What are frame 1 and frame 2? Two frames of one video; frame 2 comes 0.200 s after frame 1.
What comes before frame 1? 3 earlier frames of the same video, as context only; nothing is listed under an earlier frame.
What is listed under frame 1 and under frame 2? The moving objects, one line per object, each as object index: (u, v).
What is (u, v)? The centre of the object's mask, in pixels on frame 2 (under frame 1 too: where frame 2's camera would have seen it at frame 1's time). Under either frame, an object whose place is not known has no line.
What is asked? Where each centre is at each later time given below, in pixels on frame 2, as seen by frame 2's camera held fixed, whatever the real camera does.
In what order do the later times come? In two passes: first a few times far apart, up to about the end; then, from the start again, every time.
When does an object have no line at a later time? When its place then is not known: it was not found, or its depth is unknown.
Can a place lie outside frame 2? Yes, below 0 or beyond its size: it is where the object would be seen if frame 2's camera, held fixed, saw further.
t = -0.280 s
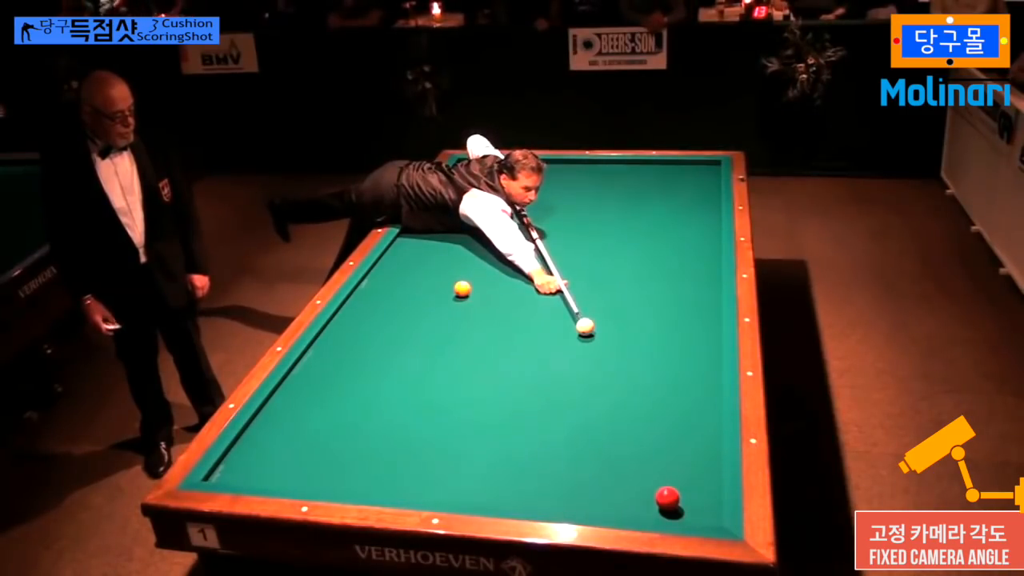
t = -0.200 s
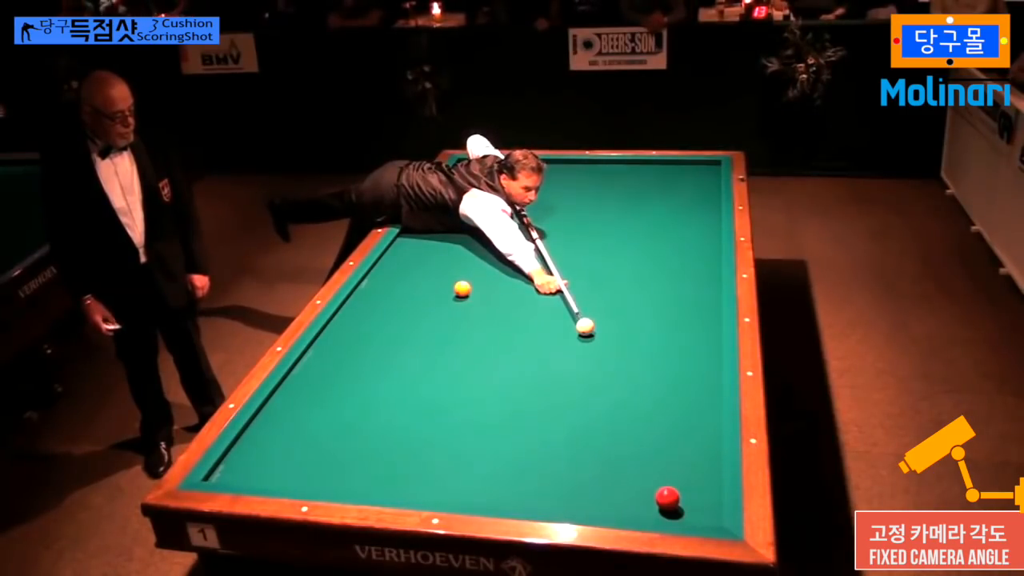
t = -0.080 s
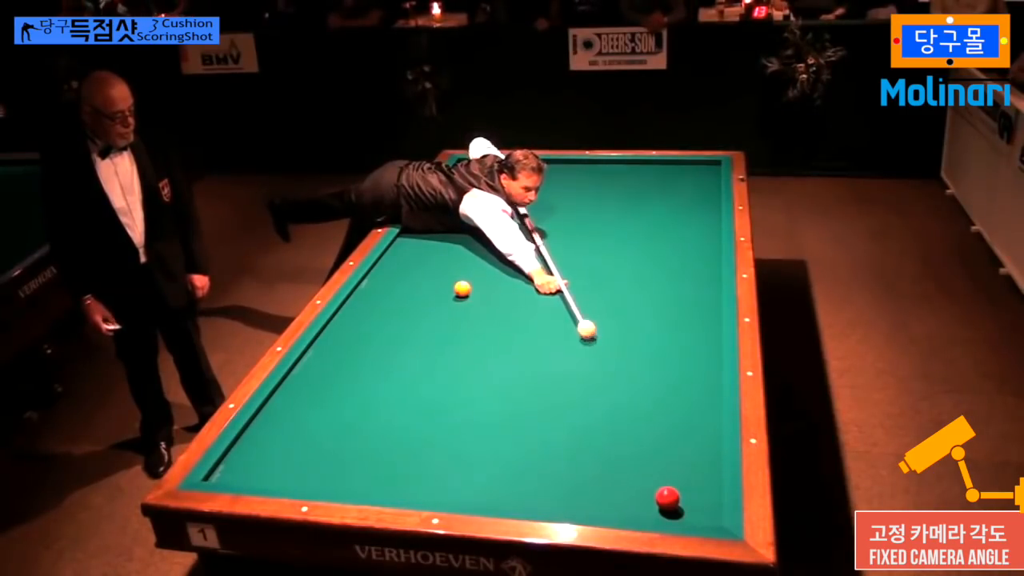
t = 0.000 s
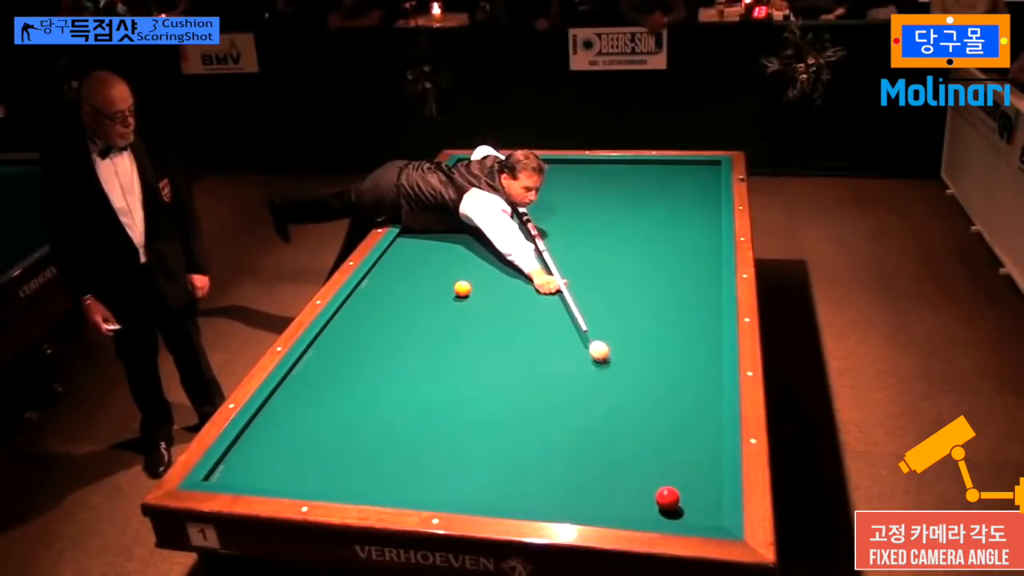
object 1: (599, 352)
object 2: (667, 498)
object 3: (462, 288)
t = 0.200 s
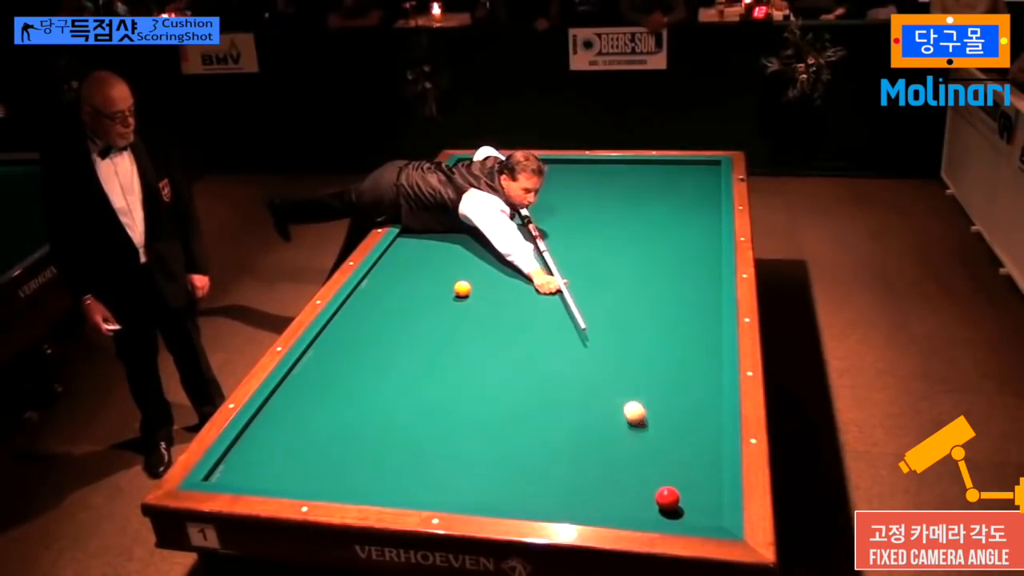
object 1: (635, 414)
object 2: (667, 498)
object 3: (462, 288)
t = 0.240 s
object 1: (643, 427)
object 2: (667, 498)
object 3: (462, 288)
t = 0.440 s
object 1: (698, 492)
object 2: (659, 511)
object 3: (462, 288)
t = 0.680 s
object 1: (656, 508)
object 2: (654, 467)
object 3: (462, 288)
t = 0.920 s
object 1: (607, 482)
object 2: (650, 432)
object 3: (462, 289)
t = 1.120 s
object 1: (570, 462)
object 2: (647, 406)
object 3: (462, 288)
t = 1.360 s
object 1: (531, 441)
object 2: (643, 378)
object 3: (462, 288)
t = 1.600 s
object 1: (495, 422)
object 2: (641, 353)
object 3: (462, 288)
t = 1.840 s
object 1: (462, 405)
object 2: (639, 331)
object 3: (462, 288)
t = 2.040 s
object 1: (437, 391)
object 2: (637, 314)
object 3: (462, 289)
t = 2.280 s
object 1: (408, 376)
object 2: (635, 296)
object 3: (462, 289)
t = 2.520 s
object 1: (382, 363)
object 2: (633, 279)
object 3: (462, 288)
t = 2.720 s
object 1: (362, 352)
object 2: (632, 267)
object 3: (462, 288)
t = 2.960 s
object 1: (339, 341)
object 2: (630, 253)
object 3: (462, 289)
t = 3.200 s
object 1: (333, 331)
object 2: (629, 240)
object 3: (462, 288)
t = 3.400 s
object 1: (353, 323)
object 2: (628, 230)
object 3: (463, 288)
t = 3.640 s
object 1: (375, 315)
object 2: (627, 219)
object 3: (462, 288)
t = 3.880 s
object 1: (396, 307)
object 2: (626, 209)
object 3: (462, 288)
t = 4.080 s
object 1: (412, 301)
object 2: (625, 201)
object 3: (463, 288)
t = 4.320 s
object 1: (431, 294)
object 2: (624, 191)
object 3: (462, 288)
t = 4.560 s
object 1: (447, 288)
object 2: (623, 183)
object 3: (463, 288)
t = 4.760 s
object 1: (453, 282)
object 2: (622, 177)
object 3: (470, 289)
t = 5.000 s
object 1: (461, 277)
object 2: (621, 170)
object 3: (477, 288)
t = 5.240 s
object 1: (468, 271)
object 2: (620, 163)
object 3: (483, 288)
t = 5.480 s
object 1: (475, 267)
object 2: (618, 163)
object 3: (490, 289)
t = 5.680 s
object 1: (480, 263)
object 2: (615, 167)
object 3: (494, 289)
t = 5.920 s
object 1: (486, 258)
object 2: (613, 170)
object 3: (499, 289)
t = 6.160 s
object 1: (491, 255)
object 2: (610, 174)
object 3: (503, 289)
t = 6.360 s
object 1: (495, 251)
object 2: (607, 176)
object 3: (505, 289)
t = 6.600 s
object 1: (500, 248)
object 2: (605, 180)
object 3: (508, 290)
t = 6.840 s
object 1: (504, 245)
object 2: (602, 183)
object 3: (510, 290)
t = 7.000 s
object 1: (507, 243)
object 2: (600, 186)
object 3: (511, 290)
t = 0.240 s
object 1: (643, 427)
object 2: (667, 498)
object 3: (462, 288)
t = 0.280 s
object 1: (651, 442)
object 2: (667, 498)
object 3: (462, 288)
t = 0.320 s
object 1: (660, 458)
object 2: (667, 498)
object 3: (462, 288)
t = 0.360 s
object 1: (669, 474)
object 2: (667, 498)
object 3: (462, 288)
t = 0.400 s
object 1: (682, 486)
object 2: (665, 502)
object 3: (462, 288)
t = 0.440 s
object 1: (698, 492)
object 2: (659, 511)
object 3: (462, 288)
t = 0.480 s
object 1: (710, 498)
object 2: (658, 504)
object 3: (462, 288)
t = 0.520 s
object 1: (698, 502)
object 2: (657, 495)
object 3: (462, 288)
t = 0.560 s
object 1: (686, 506)
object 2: (656, 487)
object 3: (462, 288)
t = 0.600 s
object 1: (674, 511)
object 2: (655, 480)
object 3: (462, 288)
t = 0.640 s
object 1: (664, 512)
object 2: (654, 473)
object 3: (462, 288)
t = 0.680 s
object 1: (656, 508)
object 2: (654, 467)
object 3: (462, 288)
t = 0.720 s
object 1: (647, 503)
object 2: (653, 461)
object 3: (462, 288)
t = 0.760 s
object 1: (638, 498)
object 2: (652, 455)
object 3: (462, 288)
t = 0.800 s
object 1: (630, 494)
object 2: (652, 449)
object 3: (462, 288)
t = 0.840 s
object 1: (622, 490)
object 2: (651, 443)
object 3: (462, 288)
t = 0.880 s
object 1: (614, 486)
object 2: (650, 438)
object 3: (462, 288)
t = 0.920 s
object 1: (607, 482)
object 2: (650, 432)
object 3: (462, 289)
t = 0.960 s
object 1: (599, 477)
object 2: (649, 426)
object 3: (462, 288)
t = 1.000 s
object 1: (592, 474)
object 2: (648, 421)
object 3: (462, 288)
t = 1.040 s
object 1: (584, 470)
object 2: (648, 416)
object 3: (462, 288)
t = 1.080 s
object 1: (577, 466)
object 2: (647, 411)
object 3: (462, 288)
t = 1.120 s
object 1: (570, 462)
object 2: (647, 406)
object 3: (462, 288)
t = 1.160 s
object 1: (563, 459)
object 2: (646, 401)
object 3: (462, 288)
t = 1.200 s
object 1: (557, 455)
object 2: (646, 396)
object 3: (462, 288)
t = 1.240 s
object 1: (550, 452)
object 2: (645, 391)
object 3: (462, 288)
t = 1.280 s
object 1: (544, 448)
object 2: (645, 387)
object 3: (462, 288)
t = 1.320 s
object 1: (537, 444)
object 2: (644, 382)
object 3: (462, 288)
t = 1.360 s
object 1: (531, 441)
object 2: (643, 378)
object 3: (462, 288)
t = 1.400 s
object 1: (525, 438)
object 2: (643, 374)
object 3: (462, 288)
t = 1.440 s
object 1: (518, 435)
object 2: (643, 369)
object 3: (462, 288)
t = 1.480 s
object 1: (512, 431)
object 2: (642, 365)
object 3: (462, 288)
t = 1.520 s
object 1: (506, 428)
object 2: (642, 361)
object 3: (462, 288)
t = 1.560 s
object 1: (500, 425)
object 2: (641, 357)
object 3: (462, 288)
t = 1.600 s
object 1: (495, 422)
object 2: (641, 353)
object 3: (462, 288)
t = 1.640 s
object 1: (489, 419)
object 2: (641, 349)
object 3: (462, 289)
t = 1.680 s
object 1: (484, 416)
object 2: (640, 345)
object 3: (462, 288)
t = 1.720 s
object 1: (478, 413)
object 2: (640, 342)
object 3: (462, 288)
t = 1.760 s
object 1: (473, 410)
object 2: (639, 338)
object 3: (462, 288)
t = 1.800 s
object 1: (467, 407)
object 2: (639, 334)
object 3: (462, 288)
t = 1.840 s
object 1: (462, 405)
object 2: (639, 331)
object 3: (462, 288)
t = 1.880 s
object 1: (457, 402)
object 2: (638, 328)
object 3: (462, 289)
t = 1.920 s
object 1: (452, 399)
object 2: (638, 324)
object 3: (462, 289)
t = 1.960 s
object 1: (447, 397)
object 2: (638, 321)
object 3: (462, 289)
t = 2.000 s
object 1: (442, 394)
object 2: (637, 318)
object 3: (462, 289)
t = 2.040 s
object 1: (437, 391)
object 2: (637, 314)
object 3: (462, 289)
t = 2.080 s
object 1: (432, 388)
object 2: (636, 311)
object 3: (462, 289)
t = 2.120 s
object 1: (427, 386)
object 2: (636, 308)
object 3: (462, 289)
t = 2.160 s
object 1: (422, 384)
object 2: (636, 305)
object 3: (462, 289)
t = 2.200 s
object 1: (418, 381)
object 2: (636, 302)
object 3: (463, 289)
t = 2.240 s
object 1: (413, 379)
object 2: (635, 299)
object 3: (463, 289)
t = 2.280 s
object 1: (408, 376)
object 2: (635, 296)
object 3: (462, 289)
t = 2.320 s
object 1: (404, 374)
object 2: (635, 293)
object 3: (462, 289)
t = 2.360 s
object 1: (399, 372)
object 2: (634, 290)
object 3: (462, 288)
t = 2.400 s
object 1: (395, 370)
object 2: (634, 287)
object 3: (462, 288)
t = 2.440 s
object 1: (391, 368)
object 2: (634, 285)
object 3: (462, 288)
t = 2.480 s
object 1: (386, 365)
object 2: (634, 282)
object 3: (462, 288)
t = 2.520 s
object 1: (382, 363)
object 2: (633, 279)
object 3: (462, 288)
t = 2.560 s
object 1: (378, 361)
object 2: (633, 277)
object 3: (462, 288)
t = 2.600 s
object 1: (374, 359)
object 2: (633, 274)
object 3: (462, 288)
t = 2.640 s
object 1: (370, 357)
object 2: (632, 272)
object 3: (462, 288)
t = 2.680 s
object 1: (366, 355)
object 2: (632, 269)
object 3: (462, 288)
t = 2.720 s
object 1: (362, 352)
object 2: (632, 267)
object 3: (462, 288)
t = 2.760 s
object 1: (358, 351)
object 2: (631, 265)
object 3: (462, 289)
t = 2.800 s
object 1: (354, 349)
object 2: (631, 262)
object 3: (462, 288)
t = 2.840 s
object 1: (351, 347)
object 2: (631, 260)
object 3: (462, 289)
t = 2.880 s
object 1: (347, 345)
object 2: (631, 257)
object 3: (462, 289)
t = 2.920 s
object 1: (343, 343)
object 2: (631, 255)
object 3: (462, 289)
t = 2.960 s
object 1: (339, 341)
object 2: (630, 253)
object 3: (462, 289)
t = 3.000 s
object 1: (336, 339)
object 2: (630, 251)
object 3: (462, 289)
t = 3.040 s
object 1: (332, 337)
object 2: (630, 248)
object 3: (462, 289)
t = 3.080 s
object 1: (329, 335)
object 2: (629, 246)
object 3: (462, 288)
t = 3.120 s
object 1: (326, 333)
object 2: (629, 244)
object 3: (462, 288)
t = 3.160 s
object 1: (329, 332)
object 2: (629, 242)
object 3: (462, 288)
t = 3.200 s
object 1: (333, 331)
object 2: (629, 240)
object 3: (462, 288)
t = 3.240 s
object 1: (337, 329)
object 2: (629, 238)
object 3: (462, 288)
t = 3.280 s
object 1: (341, 328)
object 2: (629, 236)
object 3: (462, 288)
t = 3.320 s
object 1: (345, 326)
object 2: (628, 234)
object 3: (462, 288)
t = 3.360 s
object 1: (349, 325)
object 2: (628, 232)
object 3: (462, 288)
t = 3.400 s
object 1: (353, 323)
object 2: (628, 230)
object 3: (463, 288)
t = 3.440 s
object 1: (356, 322)
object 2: (628, 228)
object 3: (462, 288)
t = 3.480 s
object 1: (360, 320)
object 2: (627, 226)
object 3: (462, 288)
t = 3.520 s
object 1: (364, 319)
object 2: (627, 224)
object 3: (463, 288)
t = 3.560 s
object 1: (367, 318)
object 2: (627, 223)
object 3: (462, 288)
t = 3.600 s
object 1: (371, 316)
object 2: (627, 220)
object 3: (462, 288)
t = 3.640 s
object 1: (375, 315)
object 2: (627, 219)
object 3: (462, 288)
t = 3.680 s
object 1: (378, 313)
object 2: (626, 217)
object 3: (462, 288)
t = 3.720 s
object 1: (382, 312)
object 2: (626, 215)
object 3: (462, 288)
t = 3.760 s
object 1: (385, 311)
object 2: (626, 214)
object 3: (462, 288)
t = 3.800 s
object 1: (389, 310)
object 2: (626, 212)
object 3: (462, 288)
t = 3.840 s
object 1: (392, 308)
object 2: (626, 210)
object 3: (462, 288)
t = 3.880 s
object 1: (396, 307)
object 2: (626, 209)
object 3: (462, 288)
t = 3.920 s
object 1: (399, 306)
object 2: (625, 207)
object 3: (462, 289)
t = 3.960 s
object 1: (402, 305)
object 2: (625, 205)
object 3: (462, 288)
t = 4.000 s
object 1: (405, 303)
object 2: (625, 204)
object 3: (462, 289)
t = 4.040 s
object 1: (409, 302)
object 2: (625, 202)
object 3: (462, 289)
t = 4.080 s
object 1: (412, 301)
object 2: (625, 201)
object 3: (463, 288)
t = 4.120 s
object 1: (415, 300)
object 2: (624, 199)
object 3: (463, 288)
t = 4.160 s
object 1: (418, 299)
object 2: (624, 198)
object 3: (463, 288)
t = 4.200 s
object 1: (421, 298)
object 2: (624, 196)
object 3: (462, 288)
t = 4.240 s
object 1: (425, 296)
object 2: (624, 194)
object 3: (462, 288)
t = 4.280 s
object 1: (428, 295)
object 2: (624, 193)
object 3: (462, 288)
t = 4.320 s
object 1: (431, 294)
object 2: (624, 191)
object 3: (462, 288)
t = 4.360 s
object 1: (434, 293)
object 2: (624, 190)
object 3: (462, 288)
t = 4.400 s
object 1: (437, 292)
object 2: (624, 189)
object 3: (462, 288)
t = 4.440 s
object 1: (439, 291)
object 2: (623, 187)
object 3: (463, 288)
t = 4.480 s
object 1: (442, 290)
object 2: (623, 186)
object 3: (463, 288)
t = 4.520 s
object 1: (445, 289)
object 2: (623, 185)
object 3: (463, 288)
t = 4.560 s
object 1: (447, 288)
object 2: (623, 183)
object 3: (463, 288)
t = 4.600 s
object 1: (448, 287)
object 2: (622, 182)
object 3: (464, 288)
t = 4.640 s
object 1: (450, 286)
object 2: (622, 181)
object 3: (466, 288)
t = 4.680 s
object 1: (451, 285)
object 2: (622, 179)
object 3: (467, 288)
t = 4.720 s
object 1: (452, 283)
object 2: (622, 178)
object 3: (468, 288)
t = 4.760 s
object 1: (453, 282)
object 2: (622, 177)
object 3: (470, 289)
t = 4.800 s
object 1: (455, 281)
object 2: (622, 176)
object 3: (471, 289)
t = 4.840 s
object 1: (456, 280)
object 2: (622, 174)
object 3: (472, 288)
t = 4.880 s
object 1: (457, 279)
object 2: (621, 173)
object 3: (473, 288)
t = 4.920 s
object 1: (459, 278)
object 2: (621, 172)
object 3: (475, 288)
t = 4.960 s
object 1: (460, 278)
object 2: (621, 171)
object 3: (476, 288)
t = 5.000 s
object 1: (461, 277)
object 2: (621, 170)
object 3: (477, 288)
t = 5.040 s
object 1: (462, 276)
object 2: (621, 169)
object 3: (478, 289)
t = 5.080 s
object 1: (464, 275)
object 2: (621, 167)
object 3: (479, 288)
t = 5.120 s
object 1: (465, 274)
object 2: (621, 166)
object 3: (480, 288)
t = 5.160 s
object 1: (466, 273)
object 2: (621, 165)
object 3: (481, 288)
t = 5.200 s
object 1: (467, 272)
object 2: (620, 164)
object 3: (482, 288)
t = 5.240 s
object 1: (468, 271)
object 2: (620, 163)
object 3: (483, 288)
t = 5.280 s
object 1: (469, 270)
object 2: (620, 162)
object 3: (485, 289)
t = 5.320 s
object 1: (470, 270)
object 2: (621, 161)
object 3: (486, 288)
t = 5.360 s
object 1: (471, 269)
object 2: (620, 162)
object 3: (487, 289)
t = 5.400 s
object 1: (473, 268)
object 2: (619, 162)
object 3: (488, 289)
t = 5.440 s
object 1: (474, 267)
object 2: (619, 163)
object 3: (489, 289)
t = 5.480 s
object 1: (475, 267)
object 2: (618, 163)
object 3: (490, 289)
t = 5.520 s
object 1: (476, 266)
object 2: (618, 164)
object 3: (490, 288)
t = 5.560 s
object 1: (477, 265)
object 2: (617, 165)
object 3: (491, 288)
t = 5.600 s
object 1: (478, 264)
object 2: (616, 166)
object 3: (492, 288)
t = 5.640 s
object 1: (479, 264)
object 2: (616, 166)
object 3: (493, 289)
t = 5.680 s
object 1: (480, 263)
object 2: (615, 167)
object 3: (494, 289)
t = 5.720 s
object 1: (481, 262)
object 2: (615, 167)
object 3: (495, 289)
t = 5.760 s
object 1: (482, 261)
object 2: (614, 168)
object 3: (496, 289)
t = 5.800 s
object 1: (483, 261)
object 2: (614, 169)
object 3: (497, 289)
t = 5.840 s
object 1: (484, 260)
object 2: (613, 169)
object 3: (497, 289)
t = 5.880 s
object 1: (485, 259)
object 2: (613, 170)
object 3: (498, 289)
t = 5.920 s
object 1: (486, 258)
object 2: (613, 170)
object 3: (499, 289)
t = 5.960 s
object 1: (486, 258)
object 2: (612, 171)
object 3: (499, 289)
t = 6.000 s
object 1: (487, 257)
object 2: (612, 171)
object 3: (500, 289)
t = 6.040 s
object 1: (488, 257)
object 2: (611, 172)
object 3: (501, 289)
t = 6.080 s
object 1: (489, 256)
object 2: (611, 173)
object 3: (502, 289)
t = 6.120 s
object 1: (490, 255)
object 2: (610, 173)
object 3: (502, 289)
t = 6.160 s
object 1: (491, 255)
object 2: (610, 174)
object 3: (503, 289)
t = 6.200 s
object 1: (492, 254)
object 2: (609, 174)
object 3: (503, 289)
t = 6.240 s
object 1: (493, 253)
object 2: (609, 175)
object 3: (504, 289)
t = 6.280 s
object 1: (494, 252)
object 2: (608, 176)
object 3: (504, 289)
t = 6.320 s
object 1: (494, 252)
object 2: (608, 176)
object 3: (505, 289)
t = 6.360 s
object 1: (495, 251)
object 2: (607, 176)
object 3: (505, 289)
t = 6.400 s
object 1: (496, 251)
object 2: (607, 177)
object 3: (506, 289)
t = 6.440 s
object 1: (497, 250)
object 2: (606, 178)
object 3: (506, 289)
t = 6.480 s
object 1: (498, 249)
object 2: (606, 178)
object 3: (507, 289)
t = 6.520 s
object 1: (498, 249)
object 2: (606, 179)
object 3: (507, 289)
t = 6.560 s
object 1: (499, 248)
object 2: (605, 179)
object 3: (508, 289)
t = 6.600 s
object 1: (500, 248)
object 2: (605, 180)
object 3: (508, 290)
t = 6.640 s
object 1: (501, 247)
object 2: (604, 181)
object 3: (509, 289)
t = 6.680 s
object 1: (501, 247)
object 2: (604, 181)
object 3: (509, 290)
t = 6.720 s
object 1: (502, 246)
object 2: (603, 182)
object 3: (509, 290)
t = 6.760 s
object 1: (503, 246)
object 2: (603, 182)
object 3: (509, 290)
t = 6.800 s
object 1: (503, 245)
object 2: (603, 183)
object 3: (510, 290)
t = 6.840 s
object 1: (504, 245)
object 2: (602, 183)
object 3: (510, 290)
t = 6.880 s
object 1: (505, 244)
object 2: (602, 184)
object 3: (511, 290)
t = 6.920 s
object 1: (505, 244)
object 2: (601, 184)
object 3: (511, 290)
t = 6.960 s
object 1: (506, 243)
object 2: (601, 185)
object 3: (511, 290)
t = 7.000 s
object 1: (507, 243)
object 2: (600, 186)
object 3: (511, 290)
